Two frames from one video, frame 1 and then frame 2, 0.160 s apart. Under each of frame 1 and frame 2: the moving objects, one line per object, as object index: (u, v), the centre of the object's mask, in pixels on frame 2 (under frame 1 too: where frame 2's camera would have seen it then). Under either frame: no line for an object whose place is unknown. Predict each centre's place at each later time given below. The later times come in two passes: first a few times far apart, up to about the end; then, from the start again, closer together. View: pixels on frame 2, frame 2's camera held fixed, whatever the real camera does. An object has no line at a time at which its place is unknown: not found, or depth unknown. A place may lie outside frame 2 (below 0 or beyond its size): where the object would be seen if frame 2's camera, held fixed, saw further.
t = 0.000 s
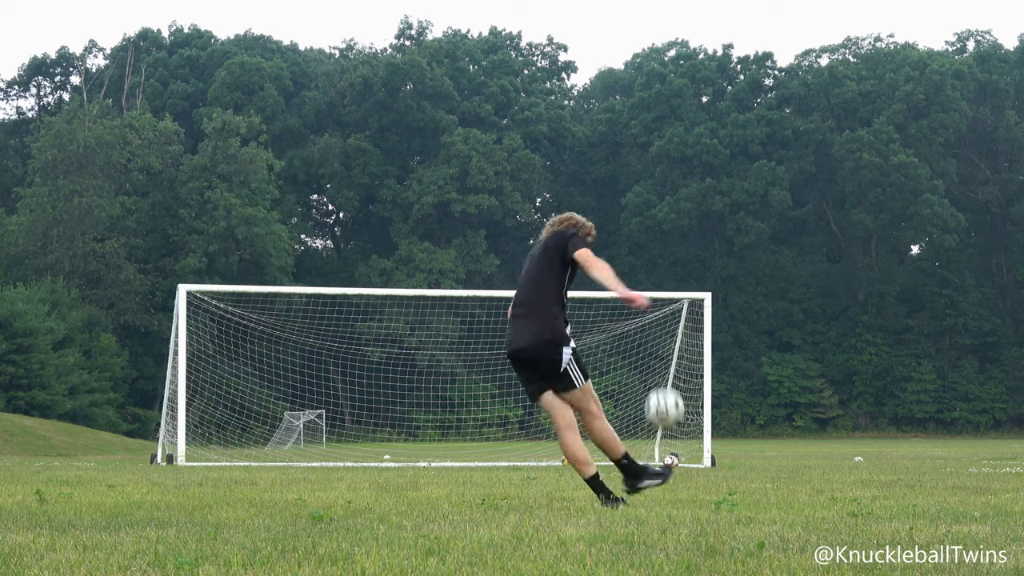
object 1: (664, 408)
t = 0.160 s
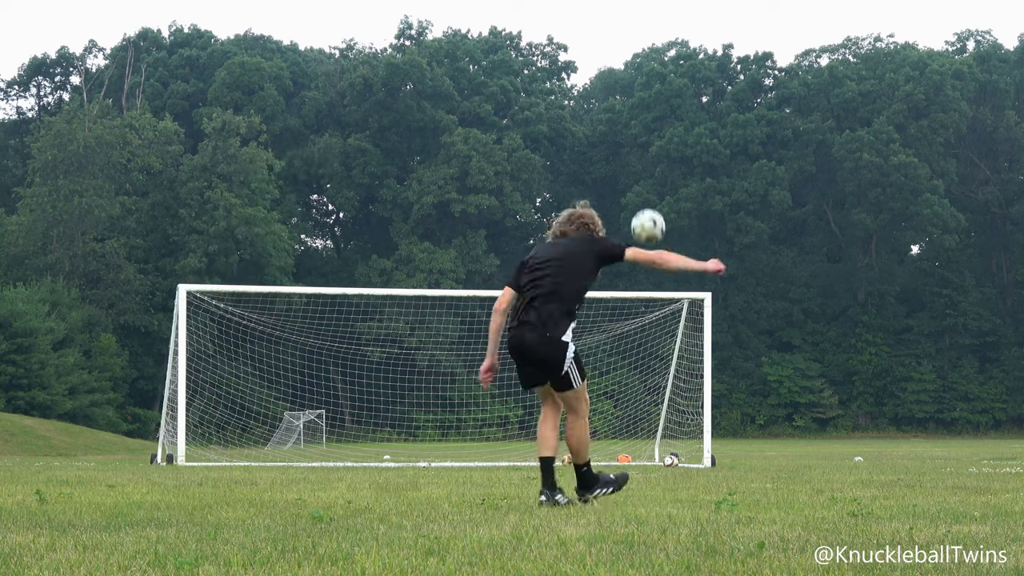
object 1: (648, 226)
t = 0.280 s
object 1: (641, 151)
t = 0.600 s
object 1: (647, 107)
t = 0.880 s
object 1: (671, 167)
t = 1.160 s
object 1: (698, 277)
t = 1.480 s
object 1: (730, 449)
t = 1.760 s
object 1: (751, 386)
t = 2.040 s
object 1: (769, 357)
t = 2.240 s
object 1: (781, 371)
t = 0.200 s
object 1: (645, 196)
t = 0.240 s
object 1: (643, 171)
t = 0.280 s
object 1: (641, 151)
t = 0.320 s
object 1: (640, 135)
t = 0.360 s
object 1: (639, 124)
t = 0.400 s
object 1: (639, 115)
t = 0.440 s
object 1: (639, 108)
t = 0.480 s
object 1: (640, 104)
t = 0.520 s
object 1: (642, 103)
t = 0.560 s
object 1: (645, 104)
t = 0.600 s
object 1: (647, 107)
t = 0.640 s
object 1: (650, 113)
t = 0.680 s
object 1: (653, 119)
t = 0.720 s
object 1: (656, 126)
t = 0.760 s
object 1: (659, 135)
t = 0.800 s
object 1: (663, 144)
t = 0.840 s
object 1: (668, 155)
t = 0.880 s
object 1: (671, 167)
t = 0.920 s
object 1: (675, 179)
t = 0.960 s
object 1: (679, 193)
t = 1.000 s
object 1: (683, 207)
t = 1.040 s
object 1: (687, 223)
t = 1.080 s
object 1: (690, 240)
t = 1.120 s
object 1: (694, 258)
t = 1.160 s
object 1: (698, 277)
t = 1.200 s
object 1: (701, 295)
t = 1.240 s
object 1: (705, 316)
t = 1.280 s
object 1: (709, 337)
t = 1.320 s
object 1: (714, 358)
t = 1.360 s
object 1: (718, 380)
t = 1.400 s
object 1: (721, 403)
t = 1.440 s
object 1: (726, 425)
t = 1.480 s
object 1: (730, 449)
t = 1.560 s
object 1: (737, 448)
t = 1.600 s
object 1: (740, 432)
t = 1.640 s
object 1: (743, 419)
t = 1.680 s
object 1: (746, 407)
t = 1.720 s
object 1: (749, 396)
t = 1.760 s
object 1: (751, 386)
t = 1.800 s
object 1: (754, 378)
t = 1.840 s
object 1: (757, 372)
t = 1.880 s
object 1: (759, 366)
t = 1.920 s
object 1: (762, 363)
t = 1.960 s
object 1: (764, 360)
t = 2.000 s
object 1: (767, 358)
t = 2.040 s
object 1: (769, 357)
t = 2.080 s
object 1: (772, 358)
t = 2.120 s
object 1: (774, 359)
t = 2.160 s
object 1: (776, 362)
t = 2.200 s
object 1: (778, 366)
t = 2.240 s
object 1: (781, 371)
